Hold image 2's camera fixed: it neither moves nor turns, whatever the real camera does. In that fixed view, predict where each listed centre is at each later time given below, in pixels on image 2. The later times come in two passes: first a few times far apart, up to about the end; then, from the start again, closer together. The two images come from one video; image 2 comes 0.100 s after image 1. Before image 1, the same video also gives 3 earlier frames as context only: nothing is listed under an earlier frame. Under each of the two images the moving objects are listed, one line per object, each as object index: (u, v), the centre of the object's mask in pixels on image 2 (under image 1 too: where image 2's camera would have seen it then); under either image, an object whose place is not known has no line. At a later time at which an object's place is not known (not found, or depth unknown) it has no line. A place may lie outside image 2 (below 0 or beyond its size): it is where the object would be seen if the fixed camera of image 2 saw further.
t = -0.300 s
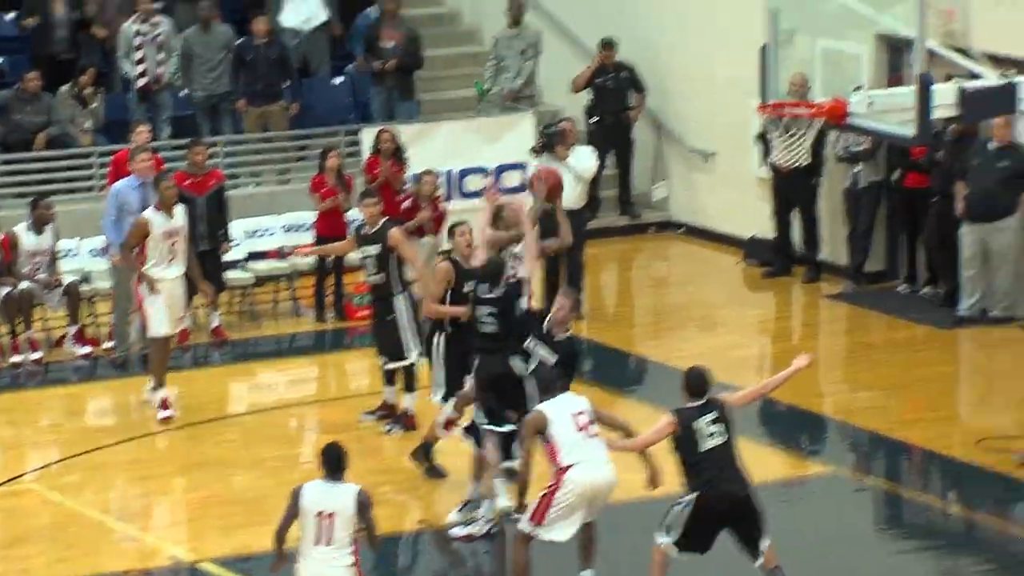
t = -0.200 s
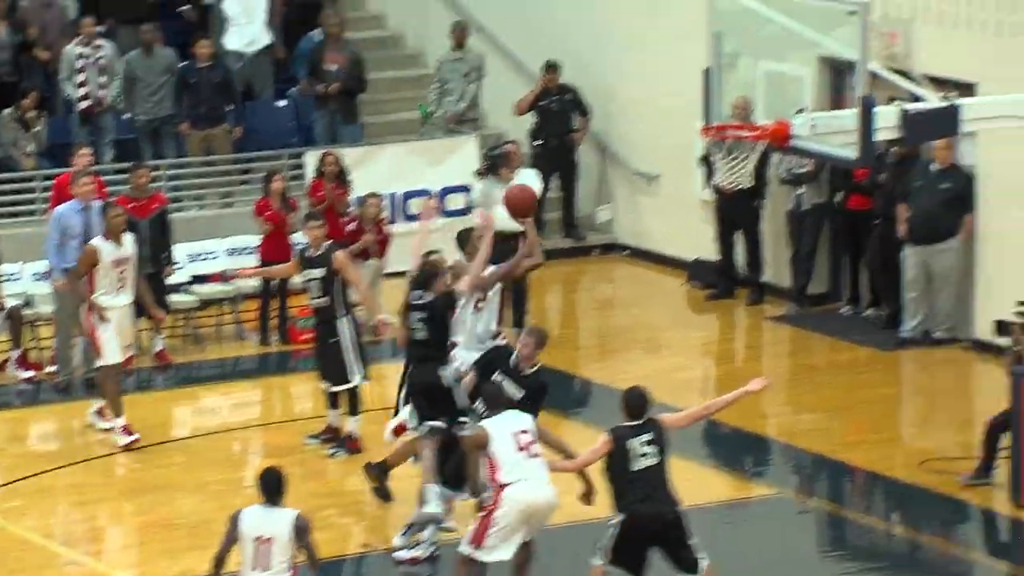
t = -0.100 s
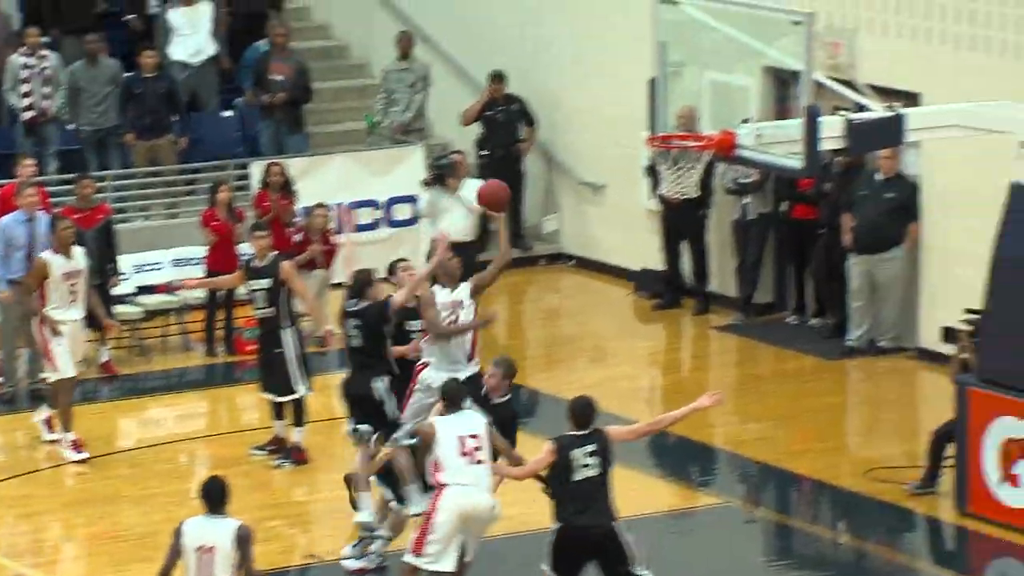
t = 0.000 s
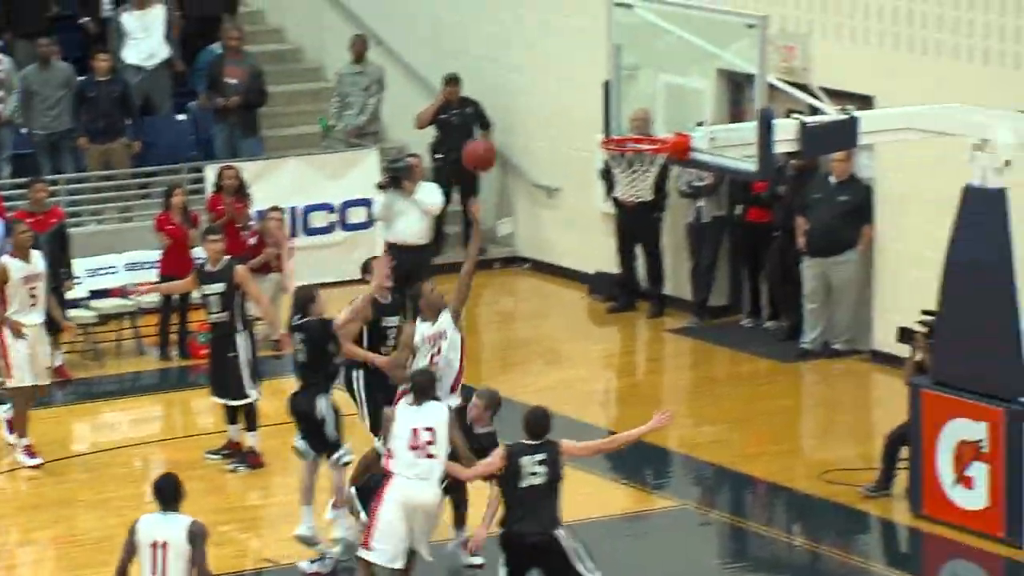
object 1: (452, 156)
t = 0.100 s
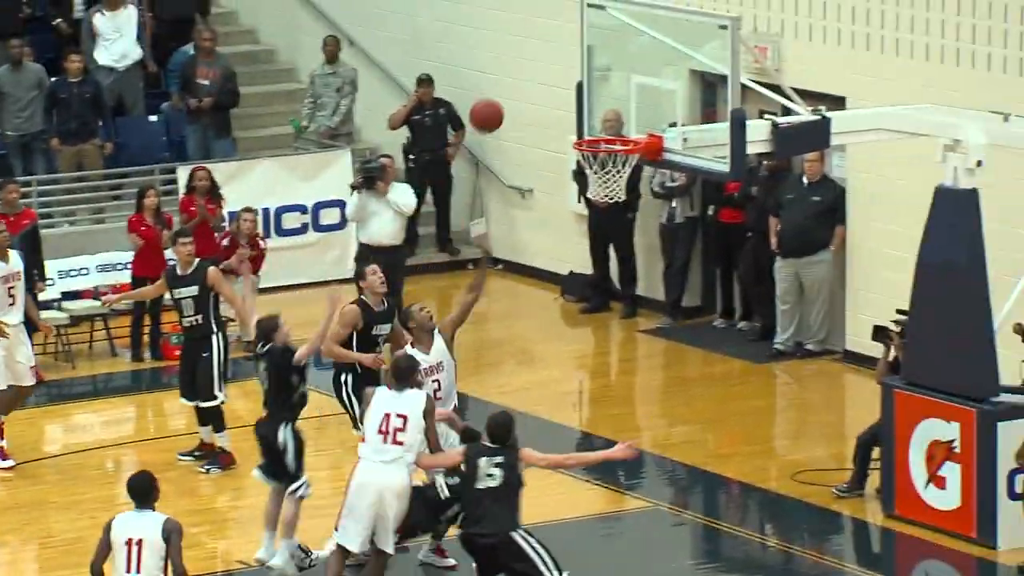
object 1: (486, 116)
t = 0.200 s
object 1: (521, 88)
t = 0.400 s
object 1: (592, 76)
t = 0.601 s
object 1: (618, 110)
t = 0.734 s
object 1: (612, 160)
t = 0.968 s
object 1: (589, 185)
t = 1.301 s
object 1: (614, 202)
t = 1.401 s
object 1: (614, 214)
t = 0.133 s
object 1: (498, 105)
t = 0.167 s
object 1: (509, 96)
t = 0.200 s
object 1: (521, 88)
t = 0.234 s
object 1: (533, 82)
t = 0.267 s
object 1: (544, 78)
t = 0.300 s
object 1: (556, 75)
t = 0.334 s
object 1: (568, 74)
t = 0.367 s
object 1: (580, 74)
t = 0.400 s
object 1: (592, 76)
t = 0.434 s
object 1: (603, 79)
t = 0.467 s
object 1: (615, 84)
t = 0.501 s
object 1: (622, 90)
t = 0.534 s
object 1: (621, 95)
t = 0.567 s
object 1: (620, 102)
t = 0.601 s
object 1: (618, 110)
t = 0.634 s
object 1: (617, 121)
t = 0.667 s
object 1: (616, 132)
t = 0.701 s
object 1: (613, 145)
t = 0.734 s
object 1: (612, 160)
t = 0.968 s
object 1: (589, 185)
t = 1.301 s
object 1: (614, 202)
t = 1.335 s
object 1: (616, 207)
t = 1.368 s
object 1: (614, 210)
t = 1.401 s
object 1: (614, 214)
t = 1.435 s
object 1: (614, 221)
